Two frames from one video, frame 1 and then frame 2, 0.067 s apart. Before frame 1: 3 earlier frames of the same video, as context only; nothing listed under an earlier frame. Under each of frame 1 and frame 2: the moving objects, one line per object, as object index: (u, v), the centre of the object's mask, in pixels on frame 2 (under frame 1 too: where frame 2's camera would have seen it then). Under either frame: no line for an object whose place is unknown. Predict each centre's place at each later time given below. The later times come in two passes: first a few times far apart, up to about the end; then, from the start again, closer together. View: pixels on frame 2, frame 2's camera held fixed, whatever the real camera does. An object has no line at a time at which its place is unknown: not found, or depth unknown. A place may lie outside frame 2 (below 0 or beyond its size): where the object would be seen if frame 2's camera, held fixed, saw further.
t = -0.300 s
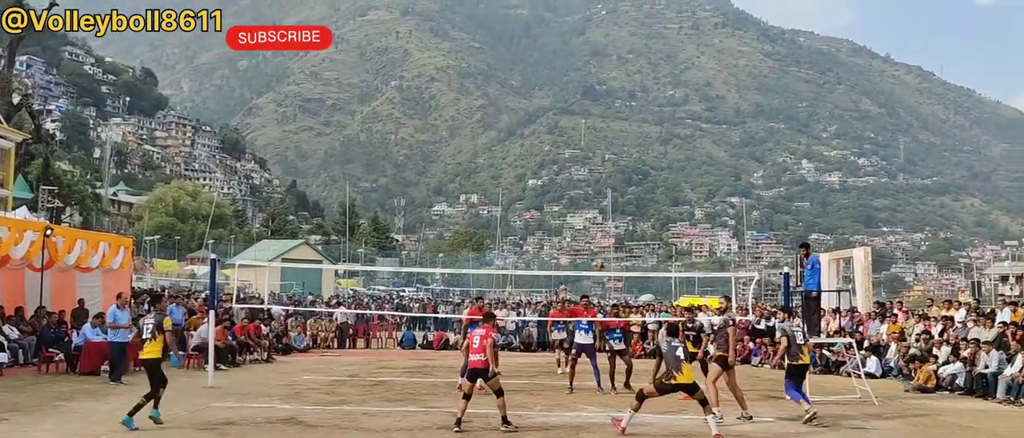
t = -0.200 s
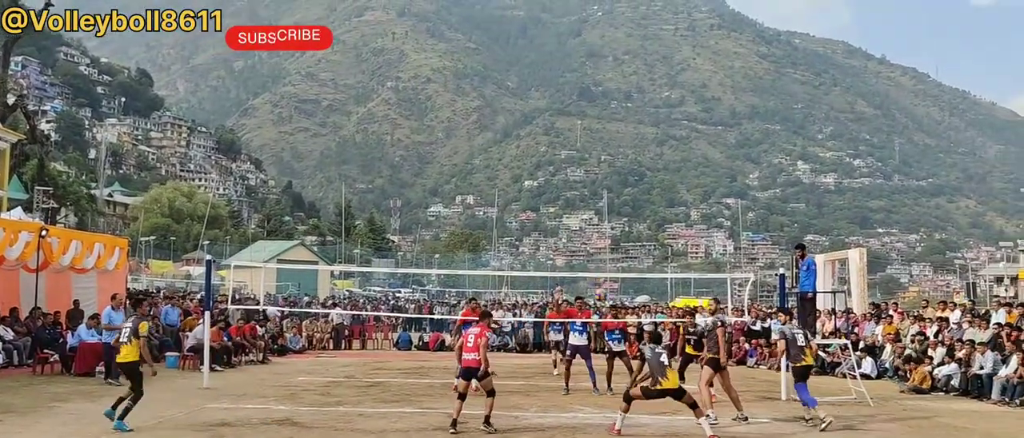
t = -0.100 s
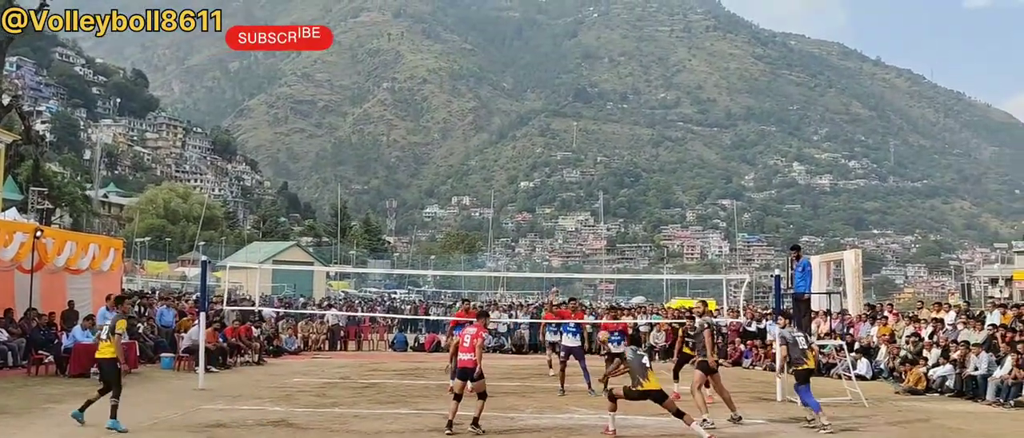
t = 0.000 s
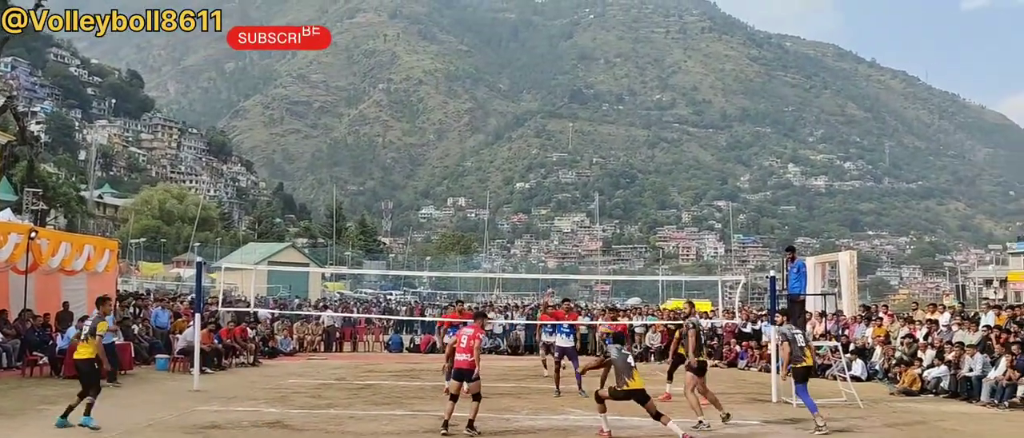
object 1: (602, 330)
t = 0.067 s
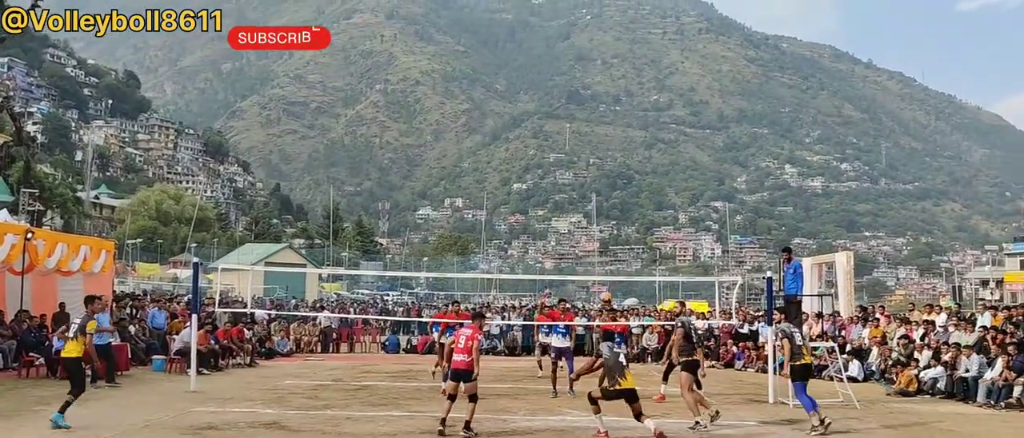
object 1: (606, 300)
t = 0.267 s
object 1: (615, 224)
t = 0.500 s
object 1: (626, 175)
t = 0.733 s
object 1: (638, 161)
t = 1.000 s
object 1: (651, 183)
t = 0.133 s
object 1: (609, 270)
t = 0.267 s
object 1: (615, 224)
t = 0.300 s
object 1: (616, 214)
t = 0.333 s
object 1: (618, 206)
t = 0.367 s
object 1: (620, 197)
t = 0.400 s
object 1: (622, 191)
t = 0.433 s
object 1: (623, 185)
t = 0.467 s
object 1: (624, 179)
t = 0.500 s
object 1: (626, 175)
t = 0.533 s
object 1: (627, 170)
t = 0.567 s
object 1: (630, 167)
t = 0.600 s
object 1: (631, 165)
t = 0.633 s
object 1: (633, 163)
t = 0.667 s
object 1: (634, 161)
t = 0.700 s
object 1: (636, 161)
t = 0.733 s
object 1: (638, 161)
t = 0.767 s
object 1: (640, 161)
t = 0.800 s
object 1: (641, 162)
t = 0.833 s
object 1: (643, 165)
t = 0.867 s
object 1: (644, 167)
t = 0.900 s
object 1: (645, 170)
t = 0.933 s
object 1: (648, 174)
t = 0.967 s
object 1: (650, 178)
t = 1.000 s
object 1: (651, 183)
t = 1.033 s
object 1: (652, 189)
